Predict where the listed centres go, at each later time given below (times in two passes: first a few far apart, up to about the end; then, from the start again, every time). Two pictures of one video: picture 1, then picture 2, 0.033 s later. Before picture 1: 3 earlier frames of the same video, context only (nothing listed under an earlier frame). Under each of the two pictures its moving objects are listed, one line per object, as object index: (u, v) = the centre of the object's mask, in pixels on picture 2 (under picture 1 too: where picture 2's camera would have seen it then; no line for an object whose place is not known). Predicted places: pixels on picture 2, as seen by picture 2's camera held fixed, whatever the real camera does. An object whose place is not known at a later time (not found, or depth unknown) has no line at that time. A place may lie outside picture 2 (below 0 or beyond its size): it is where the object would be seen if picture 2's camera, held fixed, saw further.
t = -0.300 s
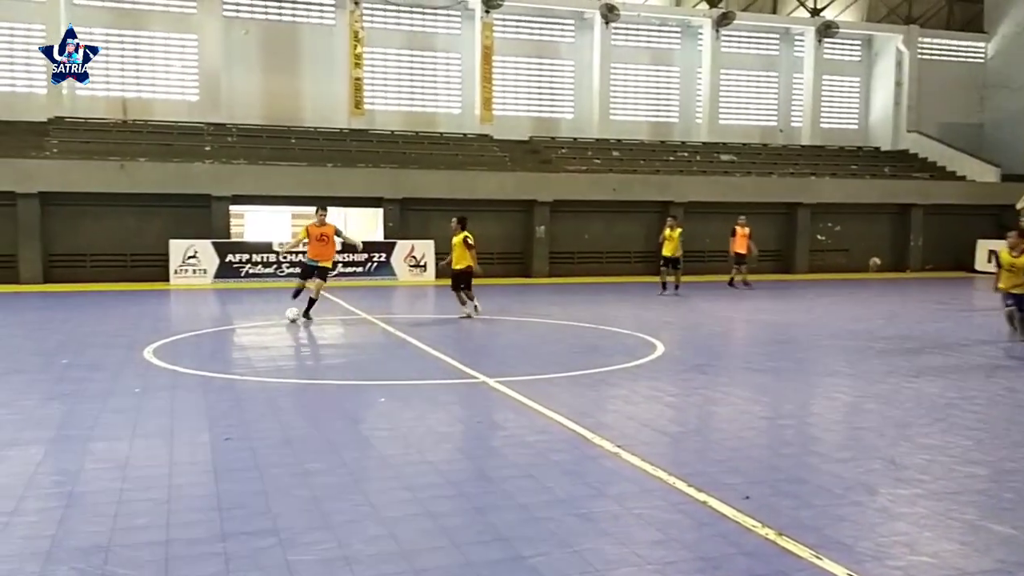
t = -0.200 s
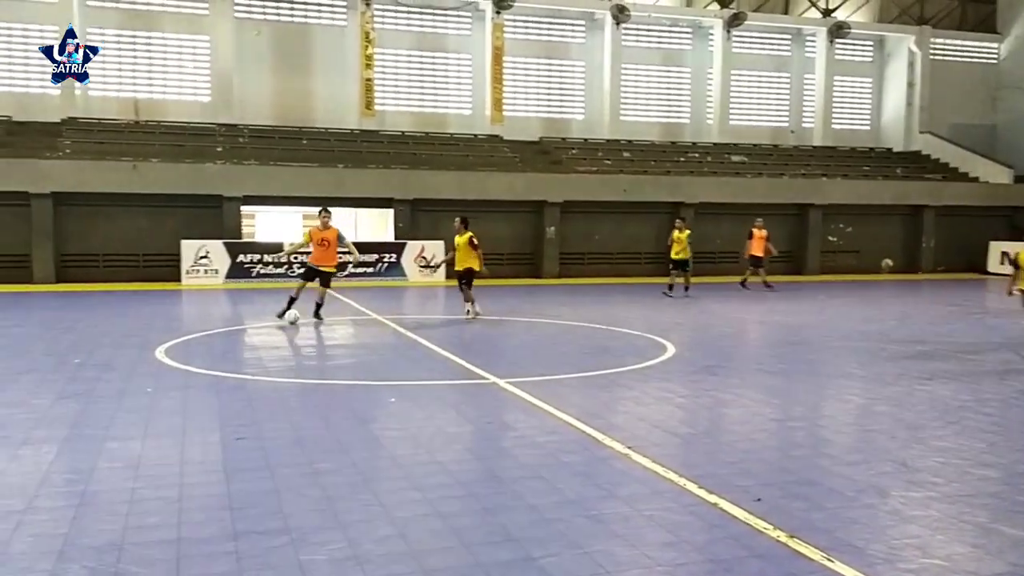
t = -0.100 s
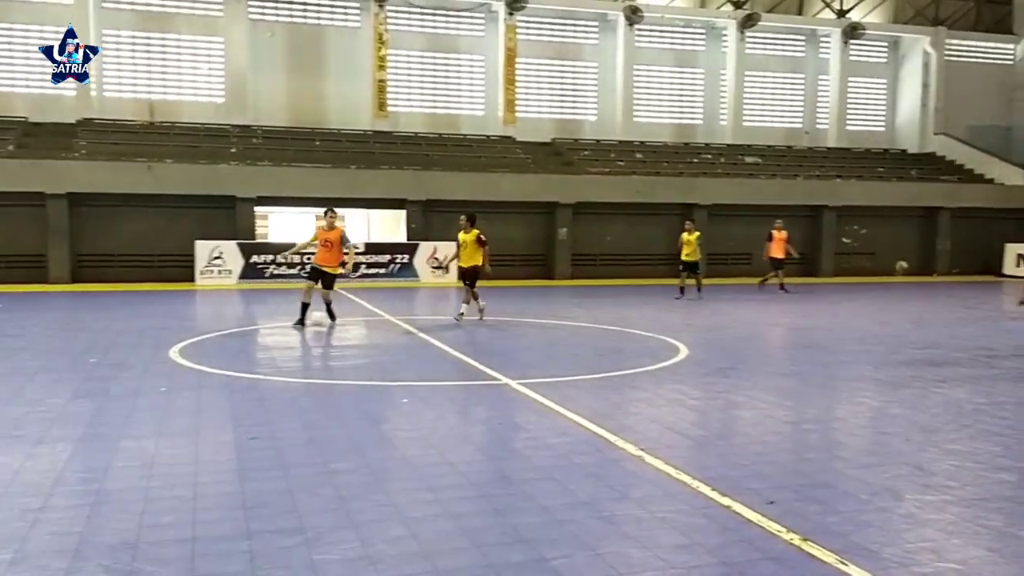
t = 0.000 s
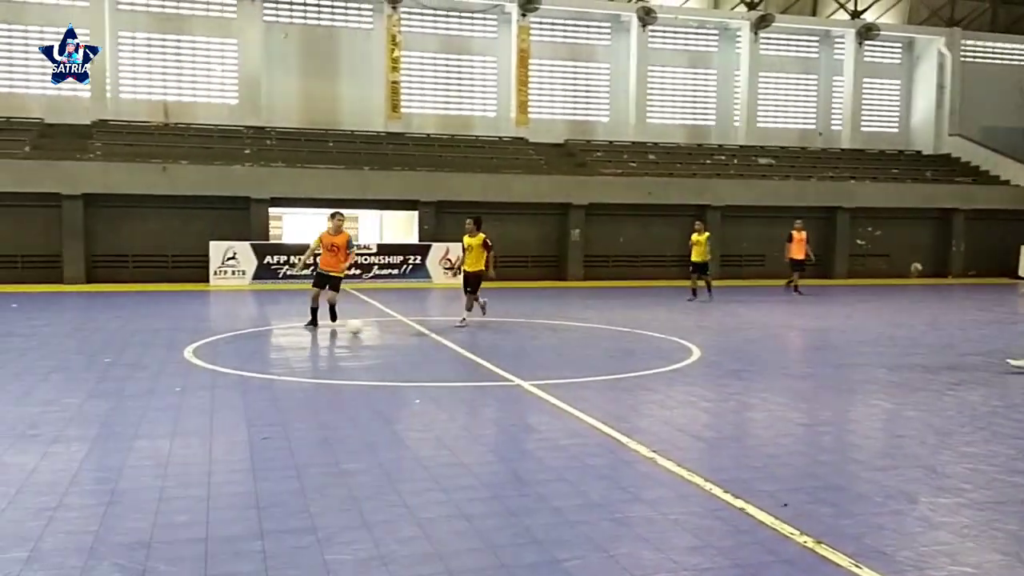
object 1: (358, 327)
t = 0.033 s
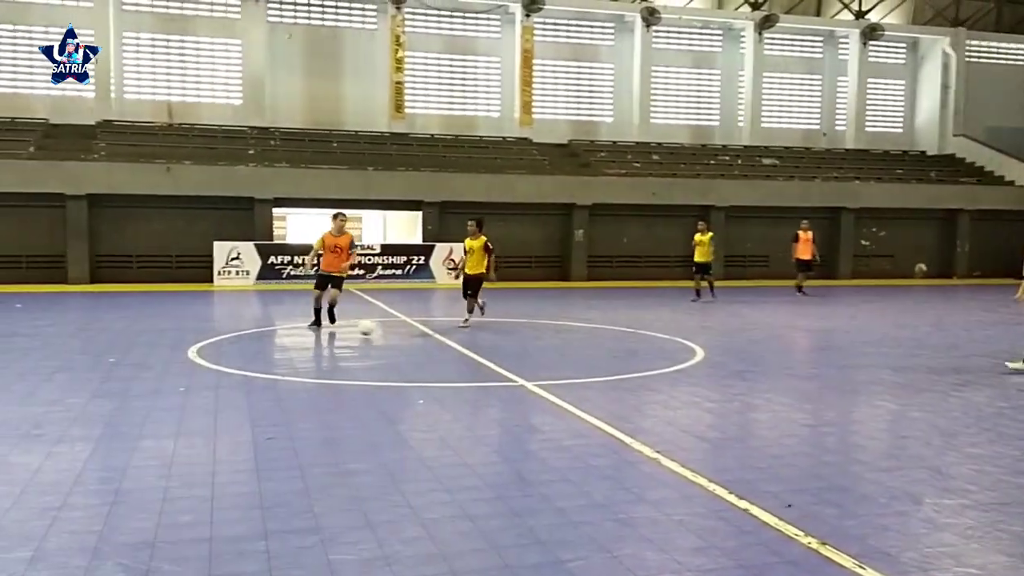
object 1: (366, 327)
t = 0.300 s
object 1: (425, 343)
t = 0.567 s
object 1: (481, 358)
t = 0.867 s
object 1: (544, 374)
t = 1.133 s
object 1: (615, 394)
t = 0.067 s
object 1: (374, 329)
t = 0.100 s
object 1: (381, 331)
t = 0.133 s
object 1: (389, 334)
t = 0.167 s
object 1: (395, 335)
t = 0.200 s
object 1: (403, 337)
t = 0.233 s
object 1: (411, 340)
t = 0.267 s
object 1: (418, 342)
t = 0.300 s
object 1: (425, 343)
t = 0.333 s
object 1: (432, 345)
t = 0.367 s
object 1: (439, 348)
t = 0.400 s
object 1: (446, 350)
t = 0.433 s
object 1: (453, 351)
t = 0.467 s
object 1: (461, 352)
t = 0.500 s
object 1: (467, 354)
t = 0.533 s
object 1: (474, 356)
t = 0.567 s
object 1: (481, 358)
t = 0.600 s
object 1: (487, 360)
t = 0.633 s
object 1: (494, 361)
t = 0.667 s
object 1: (501, 364)
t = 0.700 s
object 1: (508, 365)
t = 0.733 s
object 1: (515, 366)
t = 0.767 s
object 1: (522, 367)
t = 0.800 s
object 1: (529, 370)
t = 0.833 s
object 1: (537, 373)
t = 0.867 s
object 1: (544, 374)
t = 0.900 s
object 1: (552, 375)
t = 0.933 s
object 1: (560, 377)
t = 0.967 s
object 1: (569, 381)
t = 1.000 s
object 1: (577, 382)
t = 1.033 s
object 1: (586, 383)
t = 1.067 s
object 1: (595, 385)
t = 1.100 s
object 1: (605, 388)
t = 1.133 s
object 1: (615, 394)
